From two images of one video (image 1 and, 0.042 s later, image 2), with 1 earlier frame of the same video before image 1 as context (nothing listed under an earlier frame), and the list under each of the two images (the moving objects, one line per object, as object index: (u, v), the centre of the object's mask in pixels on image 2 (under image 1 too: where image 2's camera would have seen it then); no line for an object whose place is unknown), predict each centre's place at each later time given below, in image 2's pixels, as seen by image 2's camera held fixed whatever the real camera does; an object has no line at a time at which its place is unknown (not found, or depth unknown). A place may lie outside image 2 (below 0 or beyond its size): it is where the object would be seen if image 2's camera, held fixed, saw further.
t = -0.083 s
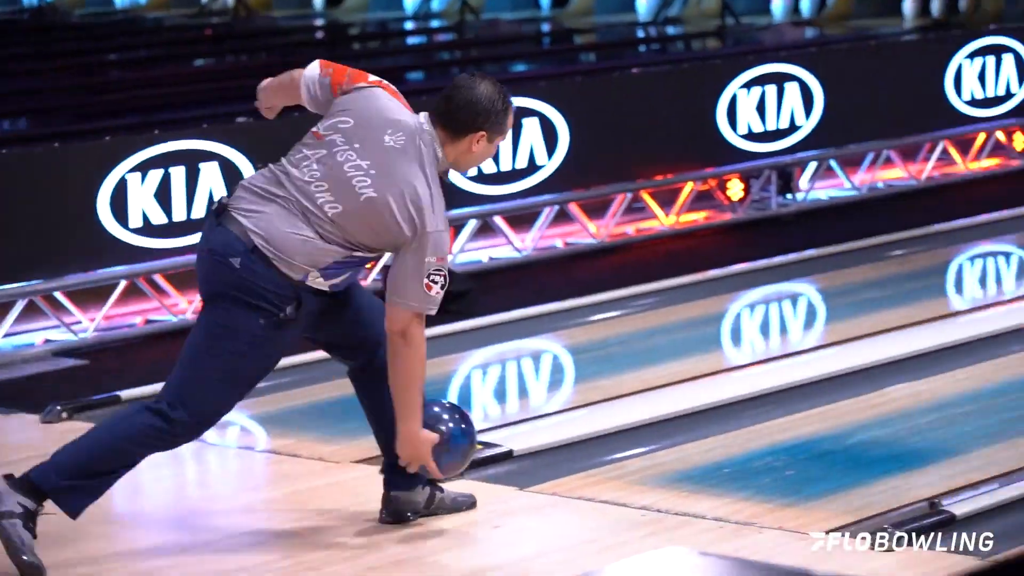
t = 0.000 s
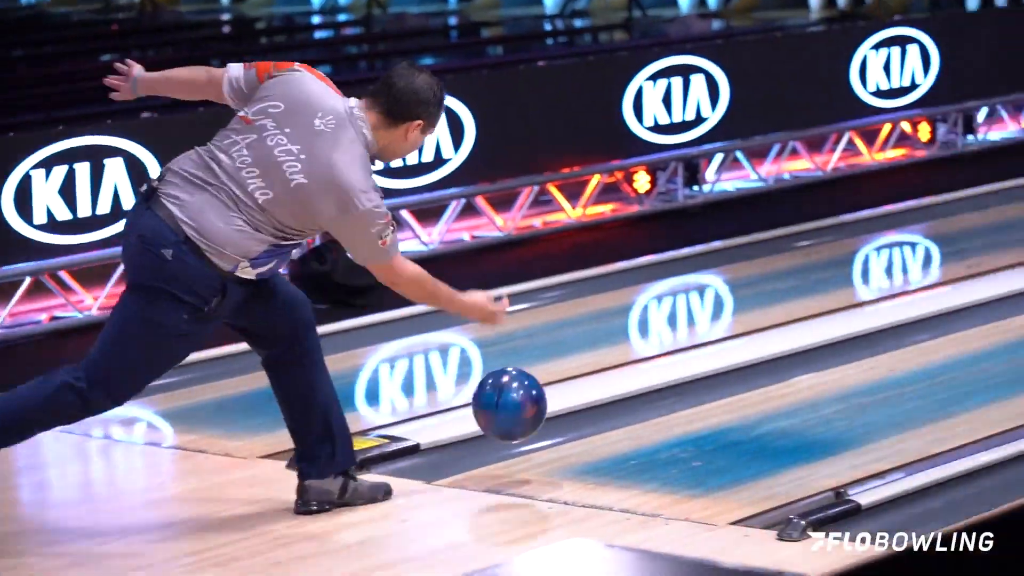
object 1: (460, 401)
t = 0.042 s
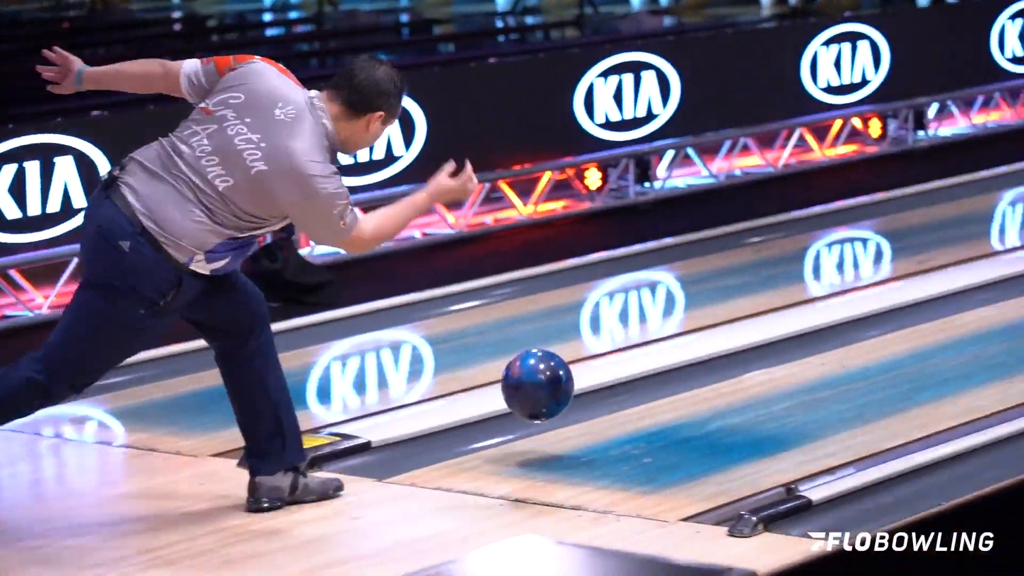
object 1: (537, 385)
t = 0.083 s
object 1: (611, 375)
